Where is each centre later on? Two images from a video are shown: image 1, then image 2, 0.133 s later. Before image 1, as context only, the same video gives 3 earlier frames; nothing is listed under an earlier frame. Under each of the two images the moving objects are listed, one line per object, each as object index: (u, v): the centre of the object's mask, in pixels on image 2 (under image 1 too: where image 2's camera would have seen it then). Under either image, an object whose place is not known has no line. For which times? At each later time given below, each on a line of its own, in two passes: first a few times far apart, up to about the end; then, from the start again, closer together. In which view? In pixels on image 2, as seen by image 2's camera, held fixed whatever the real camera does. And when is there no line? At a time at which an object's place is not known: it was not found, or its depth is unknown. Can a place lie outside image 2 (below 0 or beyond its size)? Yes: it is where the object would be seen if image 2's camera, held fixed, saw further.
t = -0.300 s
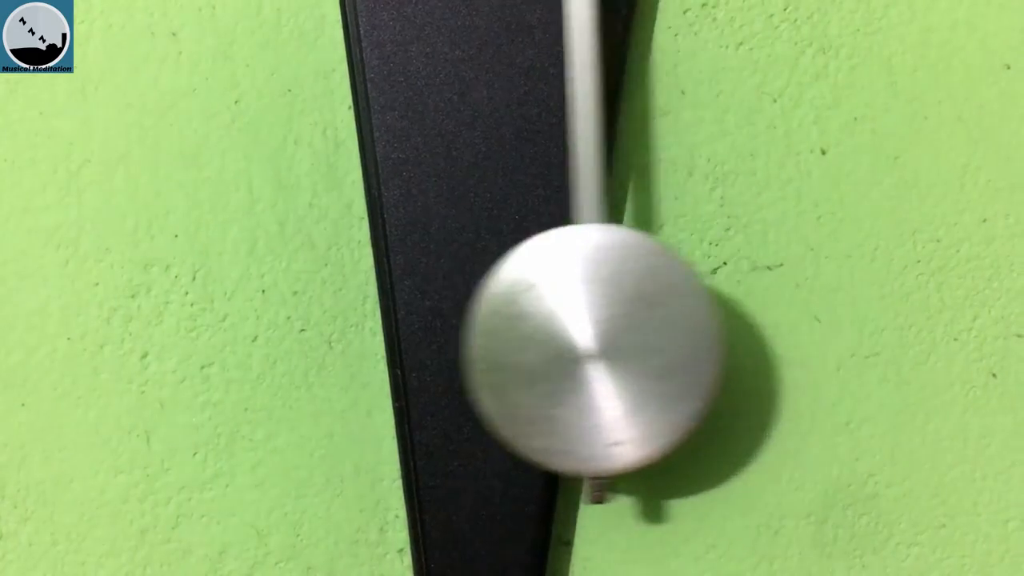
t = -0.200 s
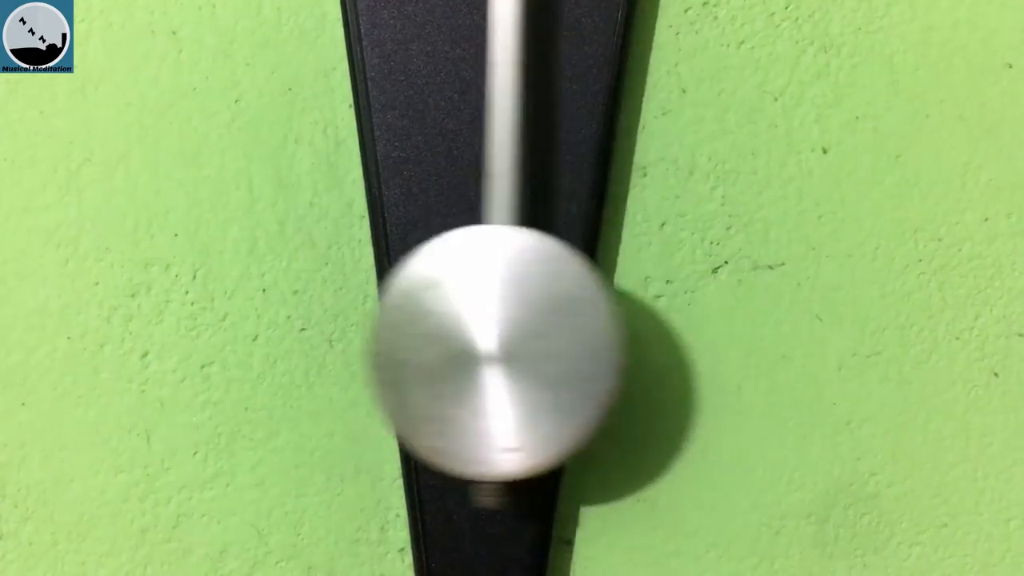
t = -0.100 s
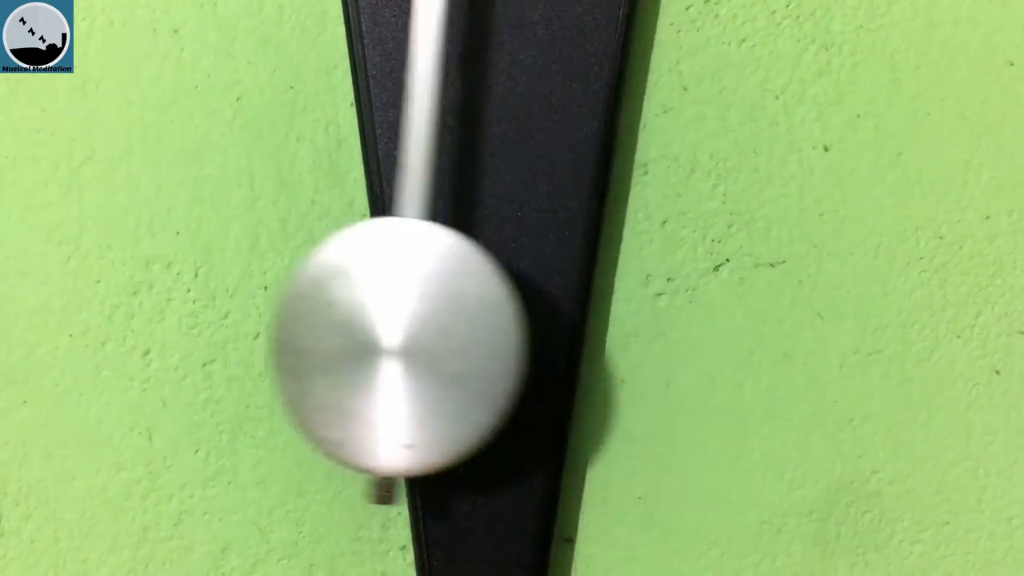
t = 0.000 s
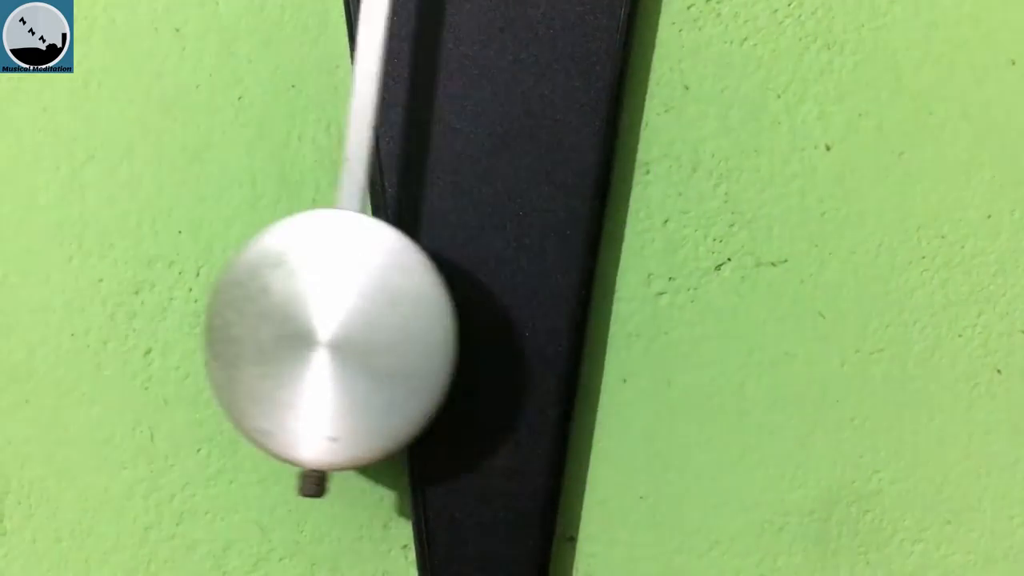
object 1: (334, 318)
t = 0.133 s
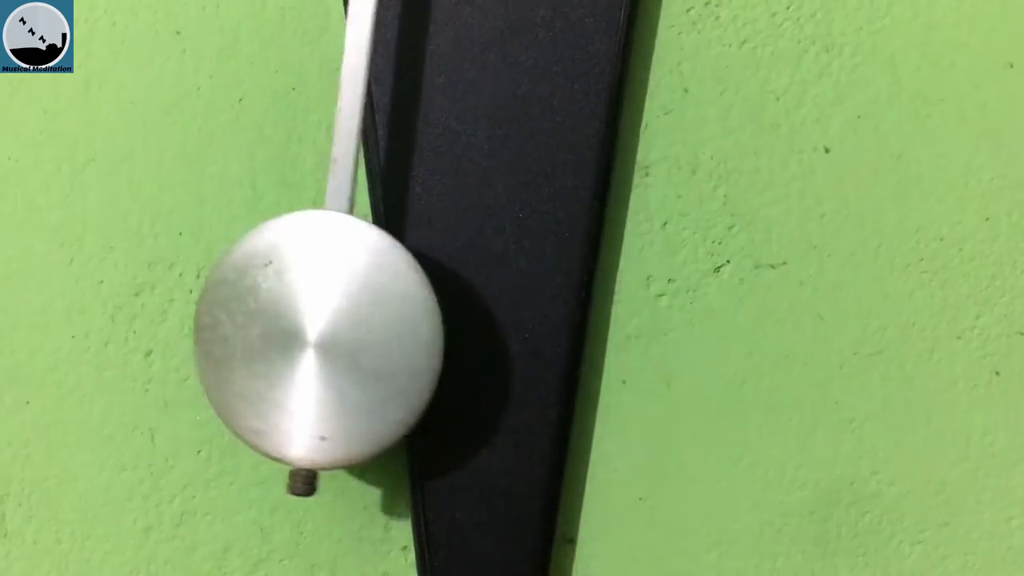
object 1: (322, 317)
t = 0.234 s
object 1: (377, 317)
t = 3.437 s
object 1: (414, 316)
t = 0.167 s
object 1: (334, 317)
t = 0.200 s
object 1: (353, 317)
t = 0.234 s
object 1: (377, 317)
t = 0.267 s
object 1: (404, 315)
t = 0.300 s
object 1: (434, 316)
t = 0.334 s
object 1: (466, 315)
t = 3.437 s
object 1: (414, 316)
